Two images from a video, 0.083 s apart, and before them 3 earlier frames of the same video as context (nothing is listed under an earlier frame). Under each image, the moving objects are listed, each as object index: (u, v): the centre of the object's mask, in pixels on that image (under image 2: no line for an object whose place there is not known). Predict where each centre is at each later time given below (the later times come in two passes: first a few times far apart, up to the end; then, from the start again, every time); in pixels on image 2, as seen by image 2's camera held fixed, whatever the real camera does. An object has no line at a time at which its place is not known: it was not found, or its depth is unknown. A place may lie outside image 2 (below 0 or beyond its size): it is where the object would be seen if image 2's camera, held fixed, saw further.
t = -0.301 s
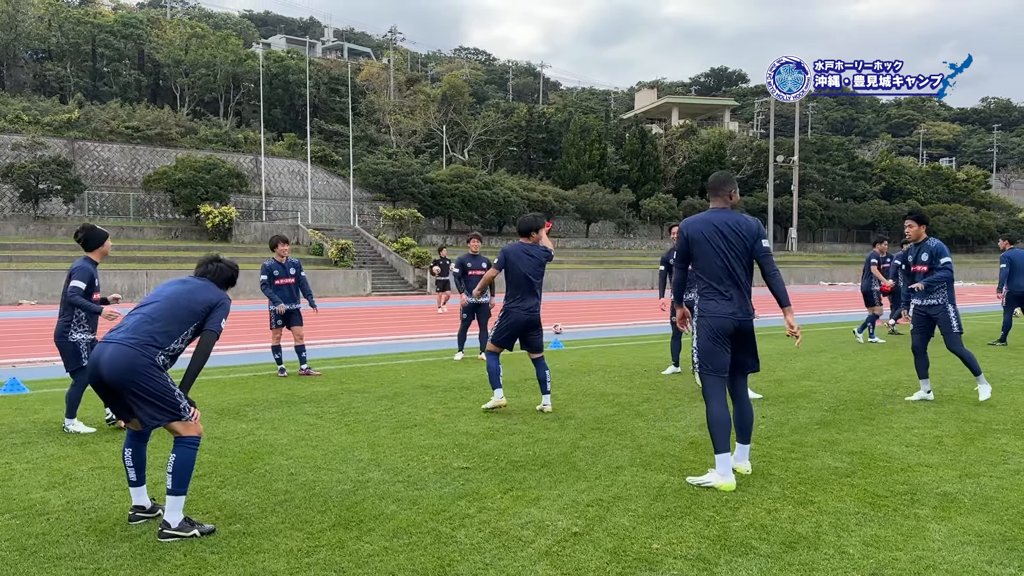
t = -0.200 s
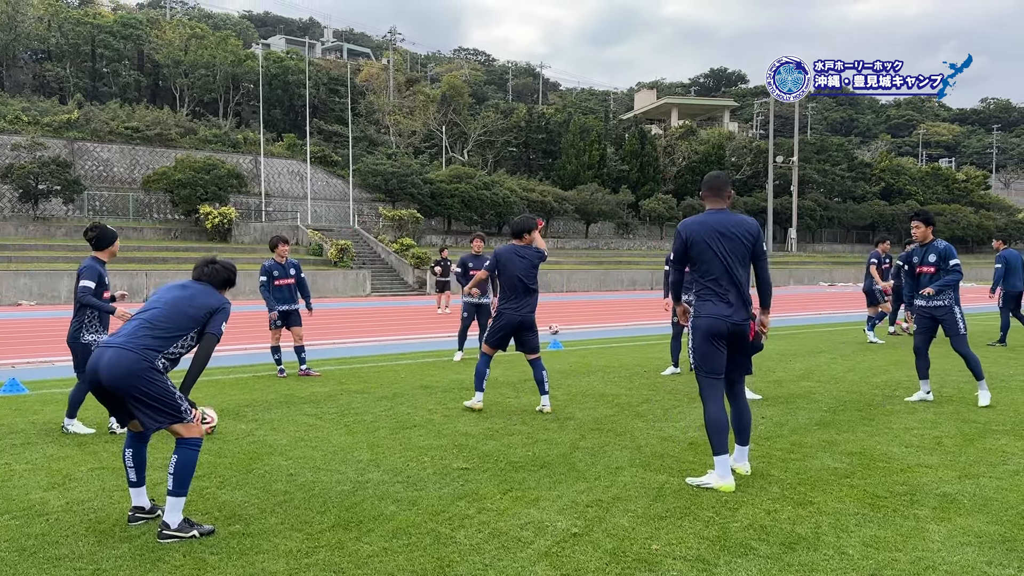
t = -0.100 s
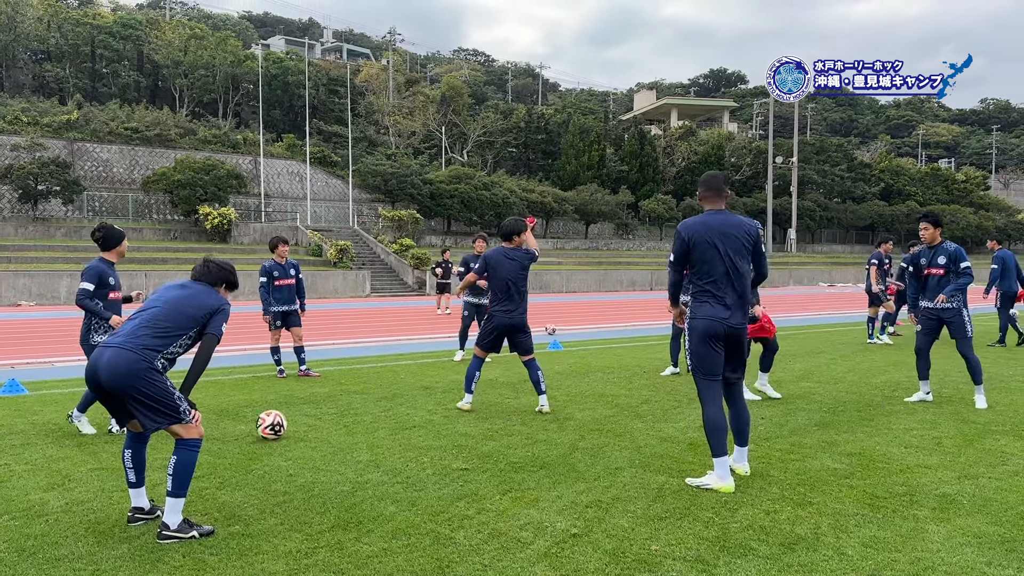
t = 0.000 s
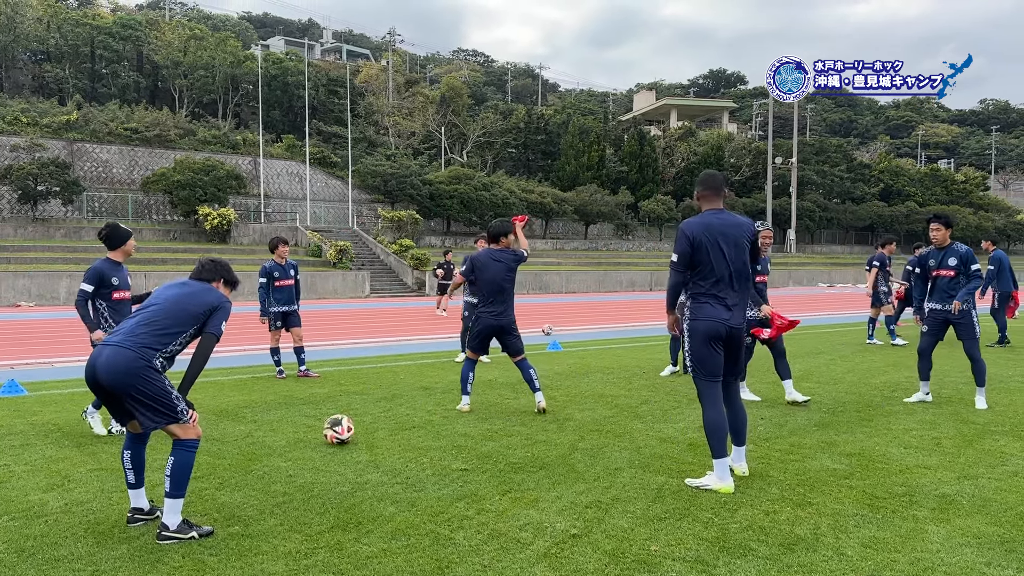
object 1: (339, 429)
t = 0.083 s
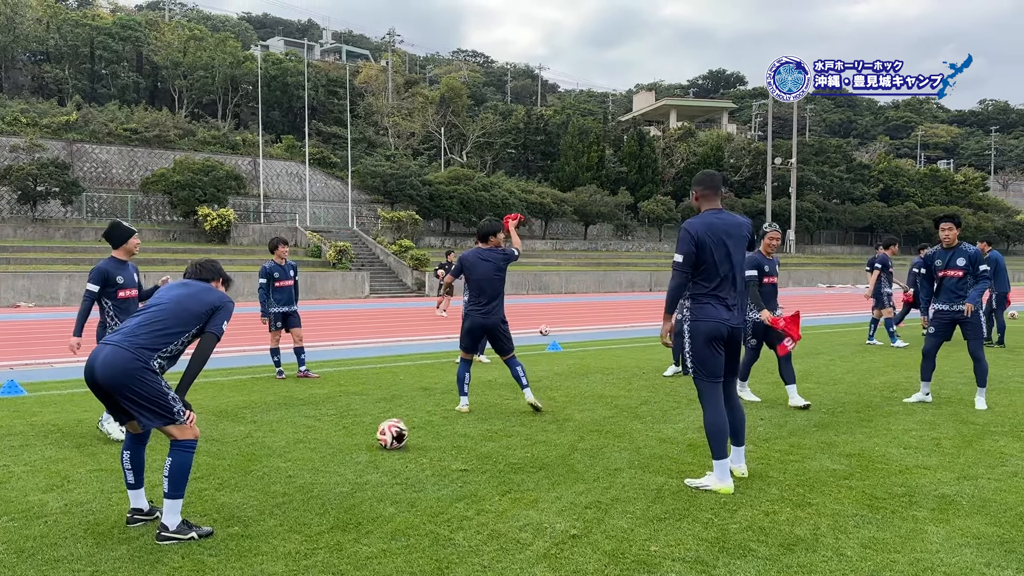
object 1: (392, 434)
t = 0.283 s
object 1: (509, 441)
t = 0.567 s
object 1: (654, 449)
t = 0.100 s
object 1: (403, 435)
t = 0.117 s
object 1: (413, 435)
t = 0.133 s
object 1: (423, 436)
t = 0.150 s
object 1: (433, 436)
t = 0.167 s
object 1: (443, 436)
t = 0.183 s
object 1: (452, 437)
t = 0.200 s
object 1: (462, 438)
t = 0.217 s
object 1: (472, 438)
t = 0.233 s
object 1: (482, 439)
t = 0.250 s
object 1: (491, 440)
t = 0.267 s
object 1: (500, 440)
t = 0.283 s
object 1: (509, 441)
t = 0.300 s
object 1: (518, 441)
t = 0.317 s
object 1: (527, 442)
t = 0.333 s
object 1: (535, 442)
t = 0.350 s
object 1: (544, 442)
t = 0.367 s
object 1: (552, 442)
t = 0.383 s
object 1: (560, 443)
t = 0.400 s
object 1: (569, 443)
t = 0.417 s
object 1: (578, 444)
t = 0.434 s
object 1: (586, 445)
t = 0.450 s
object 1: (594, 446)
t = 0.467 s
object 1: (603, 446)
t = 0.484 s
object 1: (611, 447)
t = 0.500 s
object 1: (620, 447)
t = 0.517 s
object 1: (629, 448)
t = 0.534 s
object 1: (637, 448)
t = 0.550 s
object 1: (646, 448)
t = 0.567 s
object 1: (654, 449)
